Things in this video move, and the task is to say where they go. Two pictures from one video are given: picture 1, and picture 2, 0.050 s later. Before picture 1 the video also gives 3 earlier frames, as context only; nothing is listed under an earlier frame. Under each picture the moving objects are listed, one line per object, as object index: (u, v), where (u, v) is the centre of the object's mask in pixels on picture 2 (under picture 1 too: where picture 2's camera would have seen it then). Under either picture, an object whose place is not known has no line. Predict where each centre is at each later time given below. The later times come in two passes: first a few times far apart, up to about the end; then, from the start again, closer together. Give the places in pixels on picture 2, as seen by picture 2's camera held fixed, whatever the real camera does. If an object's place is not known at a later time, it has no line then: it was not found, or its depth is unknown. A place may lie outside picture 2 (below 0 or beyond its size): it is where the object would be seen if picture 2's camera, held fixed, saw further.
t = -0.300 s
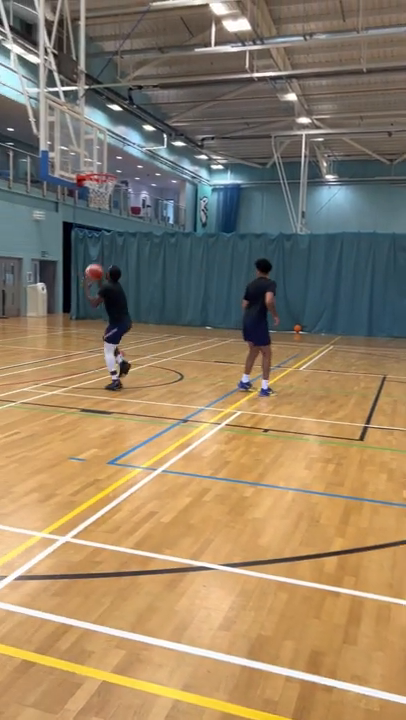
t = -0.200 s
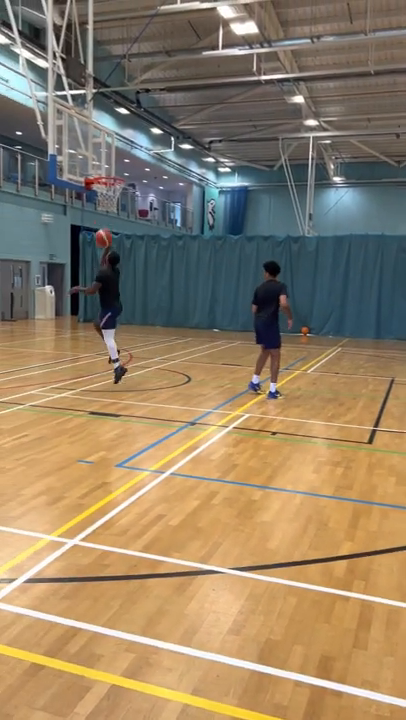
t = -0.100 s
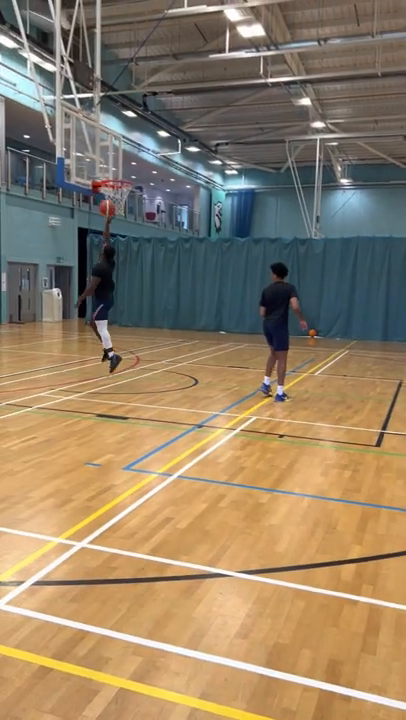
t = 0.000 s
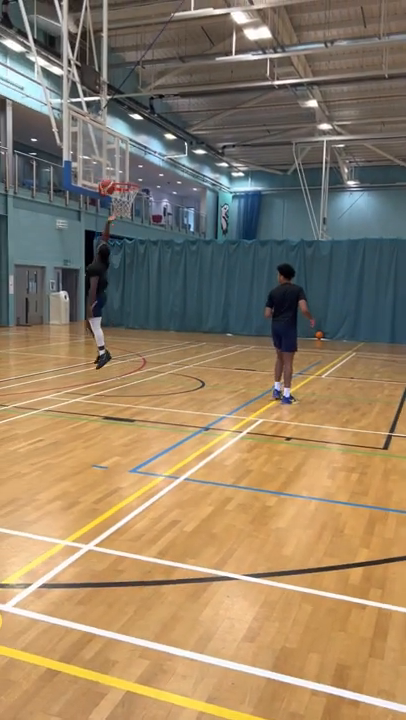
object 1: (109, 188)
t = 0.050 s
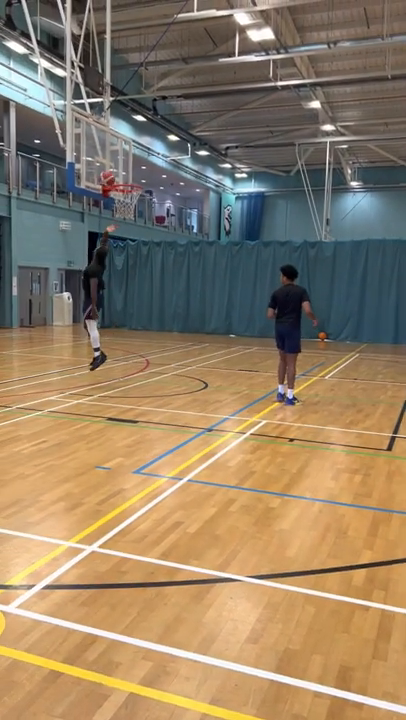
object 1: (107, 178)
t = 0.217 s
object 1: (104, 164)
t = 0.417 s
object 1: (128, 175)
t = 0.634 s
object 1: (133, 182)
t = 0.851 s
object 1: (122, 192)
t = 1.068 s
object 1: (119, 214)
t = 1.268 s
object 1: (121, 254)
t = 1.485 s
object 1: (122, 323)
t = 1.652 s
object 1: (124, 370)
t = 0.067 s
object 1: (106, 176)
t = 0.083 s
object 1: (104, 174)
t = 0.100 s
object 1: (103, 171)
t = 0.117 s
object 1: (102, 169)
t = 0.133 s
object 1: (101, 168)
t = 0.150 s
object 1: (100, 166)
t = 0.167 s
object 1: (99, 165)
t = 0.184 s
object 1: (100, 165)
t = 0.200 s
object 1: (102, 165)
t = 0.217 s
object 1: (104, 164)
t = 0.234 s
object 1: (106, 164)
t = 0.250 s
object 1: (108, 164)
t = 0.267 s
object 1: (111, 164)
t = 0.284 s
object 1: (113, 165)
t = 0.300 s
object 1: (113, 166)
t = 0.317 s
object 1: (116, 166)
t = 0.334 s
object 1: (117, 167)
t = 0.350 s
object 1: (120, 168)
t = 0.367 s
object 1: (121, 169)
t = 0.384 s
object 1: (123, 171)
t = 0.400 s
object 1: (125, 173)
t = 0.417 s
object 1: (128, 175)
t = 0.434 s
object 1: (129, 177)
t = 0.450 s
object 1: (131, 178)
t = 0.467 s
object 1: (131, 178)
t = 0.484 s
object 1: (131, 178)
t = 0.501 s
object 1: (131, 179)
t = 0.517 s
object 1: (131, 179)
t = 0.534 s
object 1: (132, 179)
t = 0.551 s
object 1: (132, 179)
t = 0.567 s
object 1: (132, 179)
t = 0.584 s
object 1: (133, 180)
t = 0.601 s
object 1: (134, 182)
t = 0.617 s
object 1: (135, 183)
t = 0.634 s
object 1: (133, 182)
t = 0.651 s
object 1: (132, 182)
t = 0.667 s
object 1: (132, 183)
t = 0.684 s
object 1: (130, 181)
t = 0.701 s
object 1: (129, 183)
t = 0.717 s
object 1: (128, 183)
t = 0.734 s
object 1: (127, 181)
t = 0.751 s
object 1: (128, 185)
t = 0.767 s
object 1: (125, 187)
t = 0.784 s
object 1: (121, 191)
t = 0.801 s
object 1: (121, 191)
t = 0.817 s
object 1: (122, 190)
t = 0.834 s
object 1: (121, 192)
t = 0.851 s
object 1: (122, 192)
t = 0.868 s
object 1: (121, 193)
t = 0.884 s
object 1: (120, 194)
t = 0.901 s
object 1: (120, 195)
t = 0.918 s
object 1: (119, 197)
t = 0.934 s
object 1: (118, 199)
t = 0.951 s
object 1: (118, 202)
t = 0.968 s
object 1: (118, 204)
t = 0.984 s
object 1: (118, 204)
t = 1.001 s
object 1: (118, 207)
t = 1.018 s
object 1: (119, 208)
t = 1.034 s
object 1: (119, 209)
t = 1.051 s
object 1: (119, 213)
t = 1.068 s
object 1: (119, 214)
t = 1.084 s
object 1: (119, 216)
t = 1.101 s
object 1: (119, 218)
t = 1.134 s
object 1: (120, 224)
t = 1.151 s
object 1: (120, 227)
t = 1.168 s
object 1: (120, 231)
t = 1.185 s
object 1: (120, 234)
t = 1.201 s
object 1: (121, 238)
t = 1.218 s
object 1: (121, 242)
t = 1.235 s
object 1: (121, 245)
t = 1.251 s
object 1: (121, 249)
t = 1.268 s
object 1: (121, 254)
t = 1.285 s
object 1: (121, 258)
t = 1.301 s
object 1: (121, 262)
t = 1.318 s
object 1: (121, 267)
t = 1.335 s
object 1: (122, 272)
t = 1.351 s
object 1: (121, 277)
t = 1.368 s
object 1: (122, 283)
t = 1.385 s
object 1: (122, 288)
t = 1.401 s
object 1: (122, 294)
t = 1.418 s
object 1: (122, 300)
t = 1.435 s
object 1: (122, 305)
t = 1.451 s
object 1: (122, 312)
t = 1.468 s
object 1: (122, 318)
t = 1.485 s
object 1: (122, 323)
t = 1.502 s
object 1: (122, 330)
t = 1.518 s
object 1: (122, 336)
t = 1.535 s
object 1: (122, 343)
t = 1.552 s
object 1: (123, 351)
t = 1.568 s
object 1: (122, 358)
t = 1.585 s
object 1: (123, 365)
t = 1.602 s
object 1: (123, 373)
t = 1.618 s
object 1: (123, 380)
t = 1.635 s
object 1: (123, 375)
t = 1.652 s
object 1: (124, 370)
